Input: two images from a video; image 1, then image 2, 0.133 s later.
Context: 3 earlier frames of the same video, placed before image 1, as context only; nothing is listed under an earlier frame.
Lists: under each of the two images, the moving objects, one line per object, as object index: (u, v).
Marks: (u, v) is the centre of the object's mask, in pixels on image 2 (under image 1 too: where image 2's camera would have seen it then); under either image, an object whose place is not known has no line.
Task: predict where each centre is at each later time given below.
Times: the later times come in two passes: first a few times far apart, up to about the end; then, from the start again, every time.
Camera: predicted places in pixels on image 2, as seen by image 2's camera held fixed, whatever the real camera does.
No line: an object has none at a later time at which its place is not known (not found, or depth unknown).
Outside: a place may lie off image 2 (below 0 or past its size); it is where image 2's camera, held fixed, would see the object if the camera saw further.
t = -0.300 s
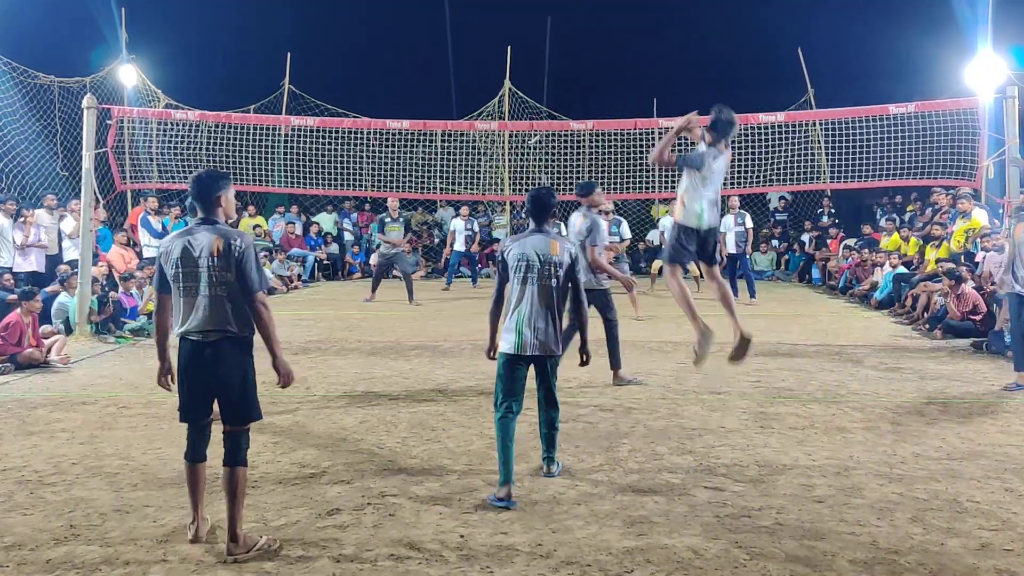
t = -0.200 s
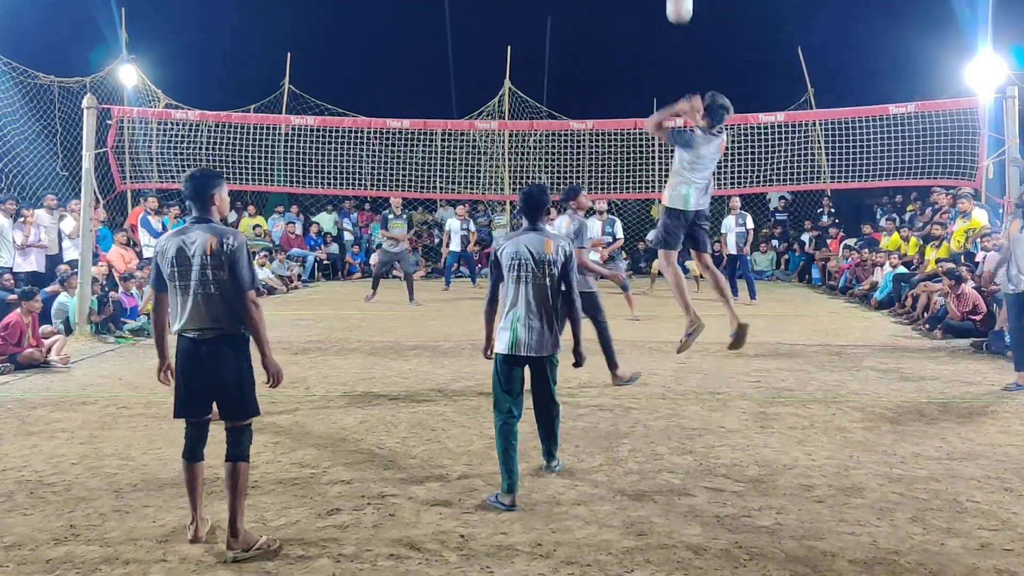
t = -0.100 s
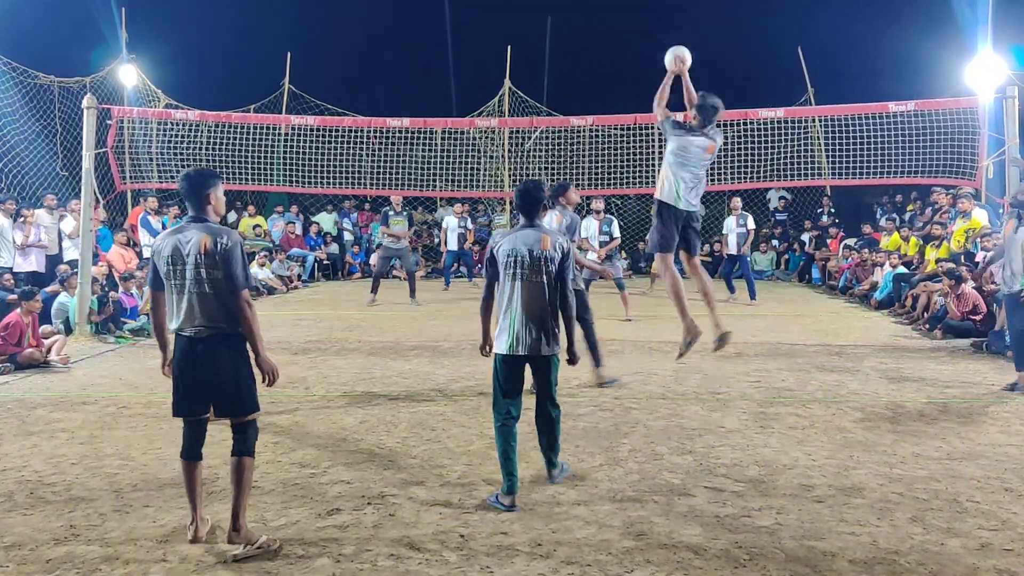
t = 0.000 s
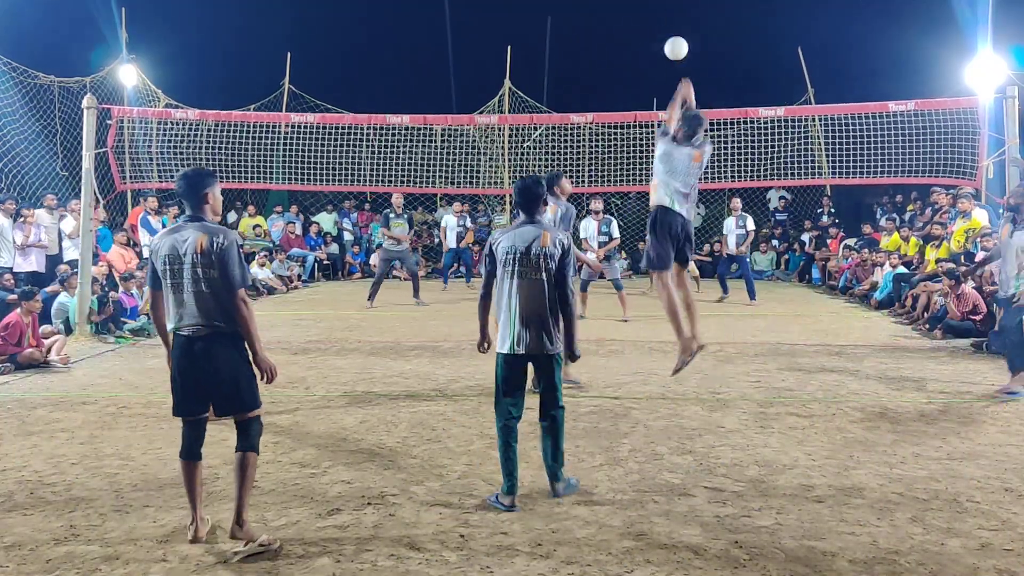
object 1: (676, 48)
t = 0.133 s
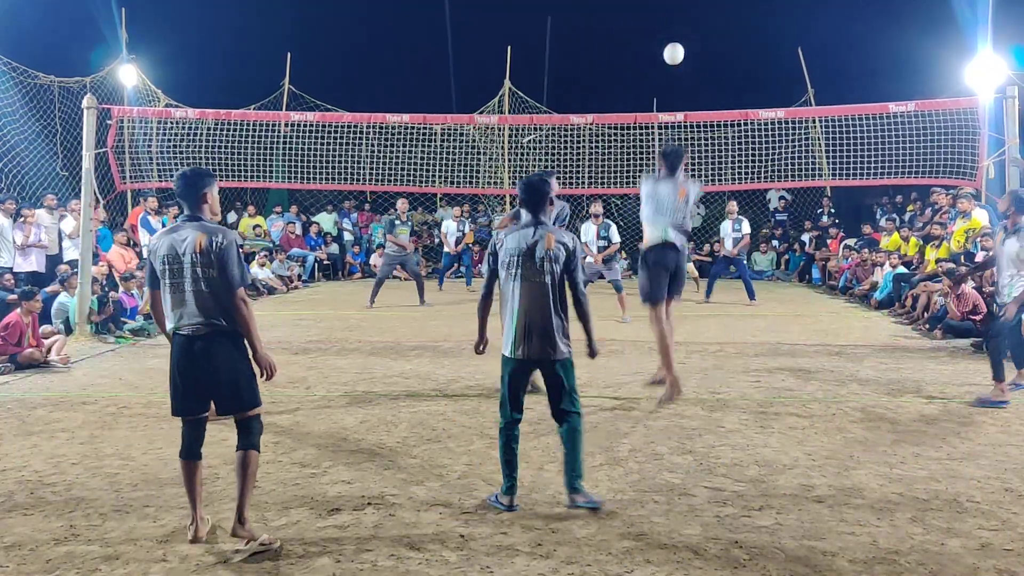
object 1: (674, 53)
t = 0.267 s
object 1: (671, 76)
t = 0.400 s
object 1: (669, 107)
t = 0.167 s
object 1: (673, 58)
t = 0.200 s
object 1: (672, 63)
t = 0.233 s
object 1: (672, 69)
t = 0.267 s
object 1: (671, 76)
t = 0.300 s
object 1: (671, 81)
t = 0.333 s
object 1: (670, 88)
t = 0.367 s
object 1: (670, 99)
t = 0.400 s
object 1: (669, 107)
